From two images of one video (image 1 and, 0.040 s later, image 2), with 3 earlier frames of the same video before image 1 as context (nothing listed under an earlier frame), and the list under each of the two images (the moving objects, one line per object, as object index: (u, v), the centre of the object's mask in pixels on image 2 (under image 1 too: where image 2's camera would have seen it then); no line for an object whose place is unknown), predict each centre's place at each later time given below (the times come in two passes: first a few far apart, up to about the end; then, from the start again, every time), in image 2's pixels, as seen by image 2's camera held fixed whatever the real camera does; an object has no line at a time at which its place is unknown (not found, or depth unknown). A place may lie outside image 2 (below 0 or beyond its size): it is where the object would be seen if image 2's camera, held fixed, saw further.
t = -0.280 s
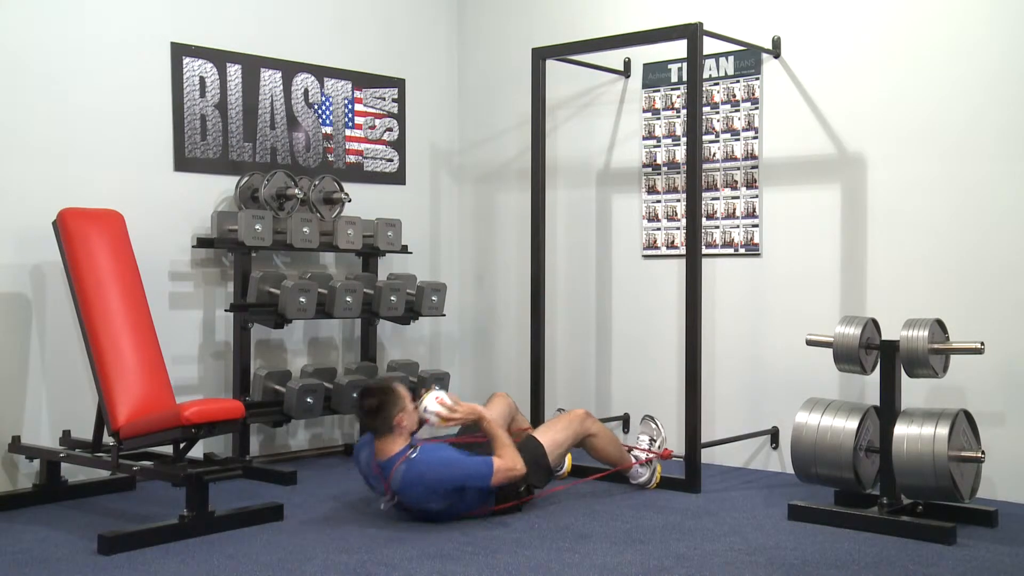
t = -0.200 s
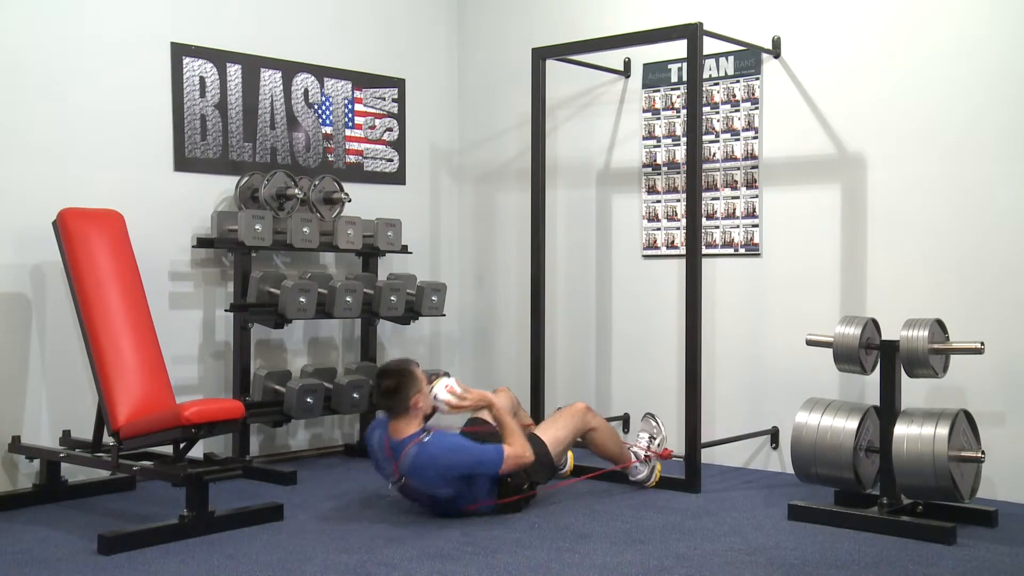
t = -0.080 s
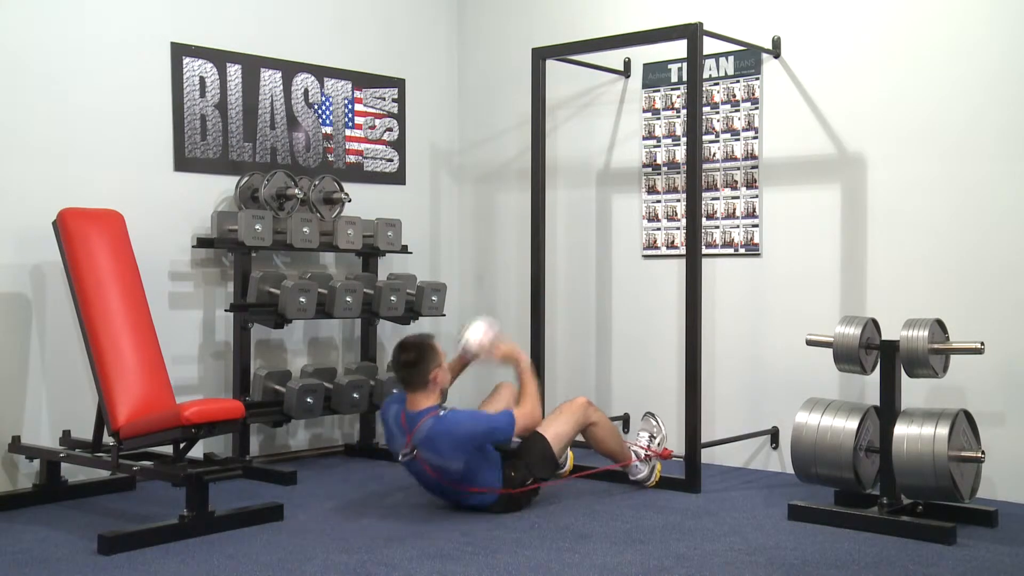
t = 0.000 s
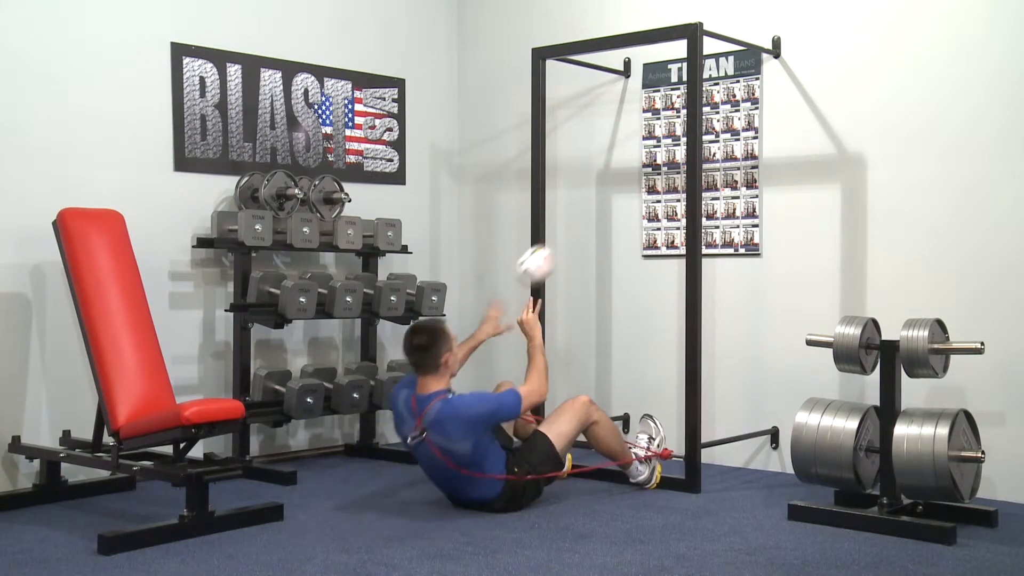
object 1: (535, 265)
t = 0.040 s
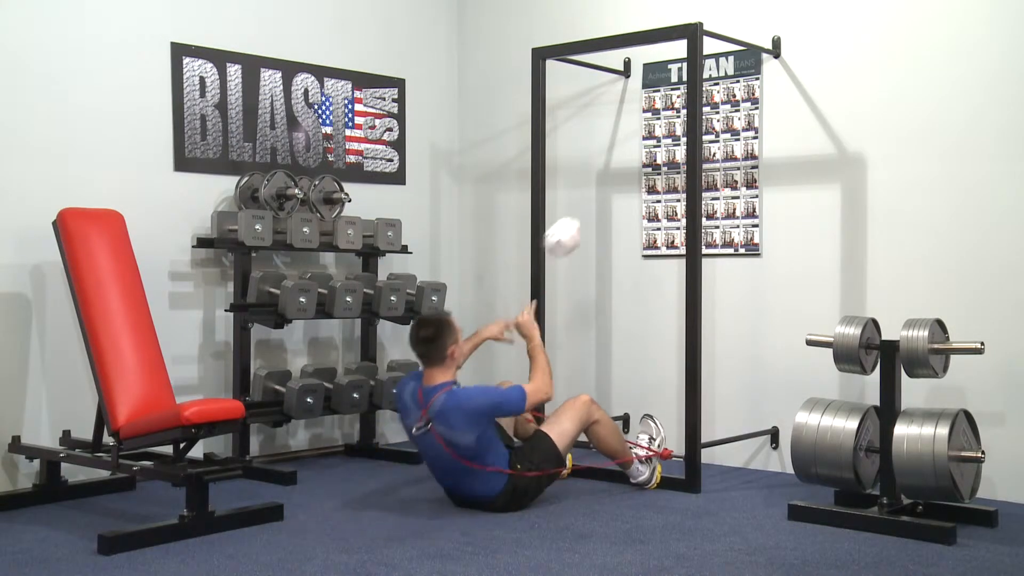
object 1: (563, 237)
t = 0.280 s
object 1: (662, 151)
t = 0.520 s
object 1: (549, 168)
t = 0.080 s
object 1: (590, 212)
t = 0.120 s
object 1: (616, 193)
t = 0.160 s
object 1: (639, 178)
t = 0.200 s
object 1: (662, 167)
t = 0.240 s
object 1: (675, 160)
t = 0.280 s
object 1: (662, 151)
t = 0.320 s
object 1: (643, 144)
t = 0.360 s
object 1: (626, 141)
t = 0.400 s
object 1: (608, 142)
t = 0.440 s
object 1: (590, 146)
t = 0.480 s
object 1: (570, 155)
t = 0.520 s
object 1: (549, 168)
